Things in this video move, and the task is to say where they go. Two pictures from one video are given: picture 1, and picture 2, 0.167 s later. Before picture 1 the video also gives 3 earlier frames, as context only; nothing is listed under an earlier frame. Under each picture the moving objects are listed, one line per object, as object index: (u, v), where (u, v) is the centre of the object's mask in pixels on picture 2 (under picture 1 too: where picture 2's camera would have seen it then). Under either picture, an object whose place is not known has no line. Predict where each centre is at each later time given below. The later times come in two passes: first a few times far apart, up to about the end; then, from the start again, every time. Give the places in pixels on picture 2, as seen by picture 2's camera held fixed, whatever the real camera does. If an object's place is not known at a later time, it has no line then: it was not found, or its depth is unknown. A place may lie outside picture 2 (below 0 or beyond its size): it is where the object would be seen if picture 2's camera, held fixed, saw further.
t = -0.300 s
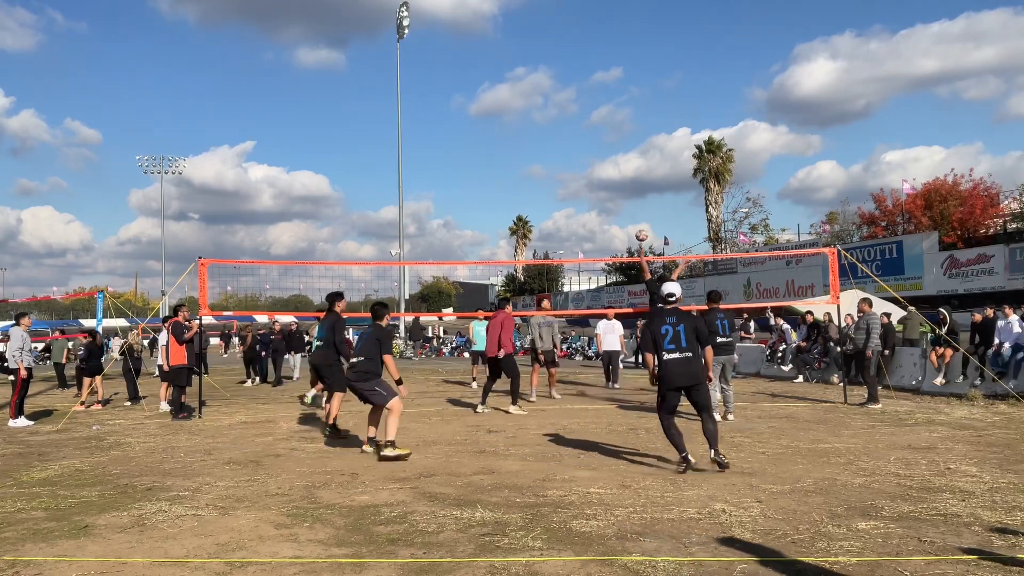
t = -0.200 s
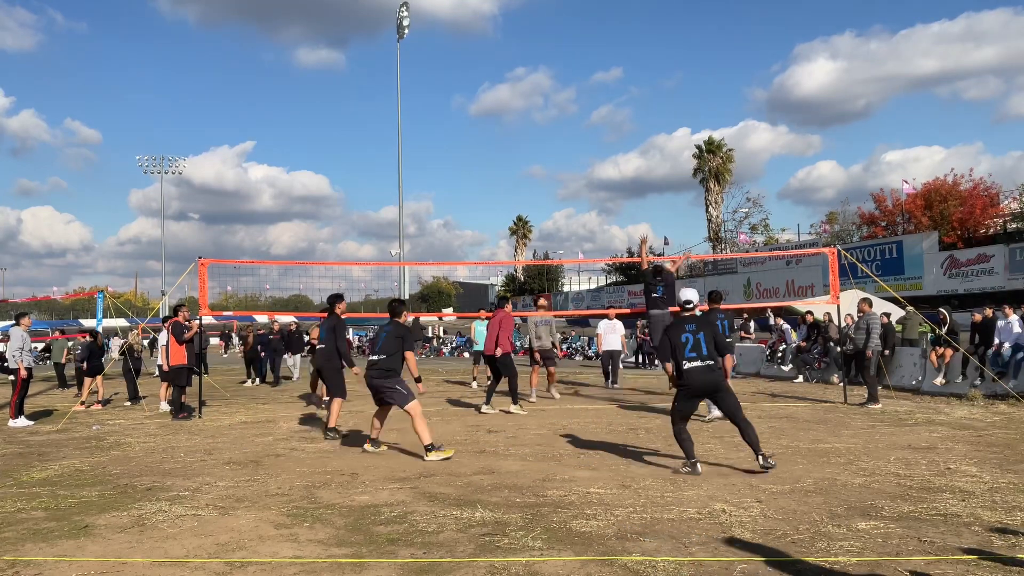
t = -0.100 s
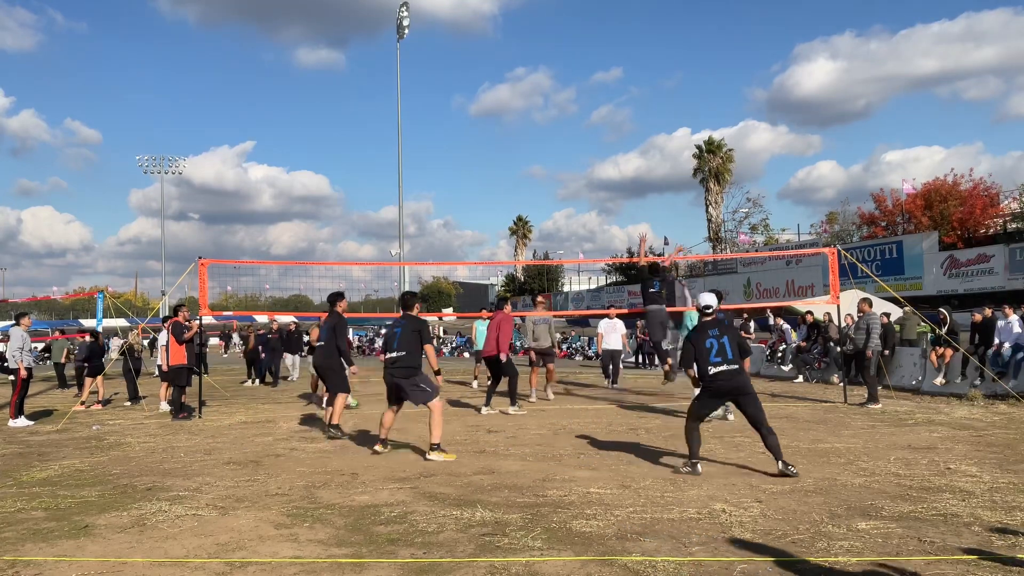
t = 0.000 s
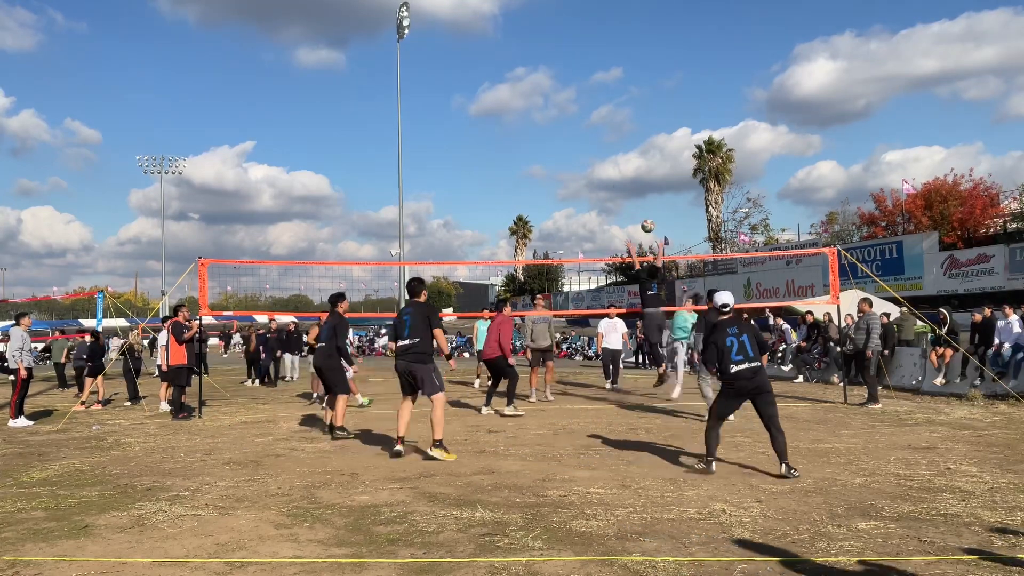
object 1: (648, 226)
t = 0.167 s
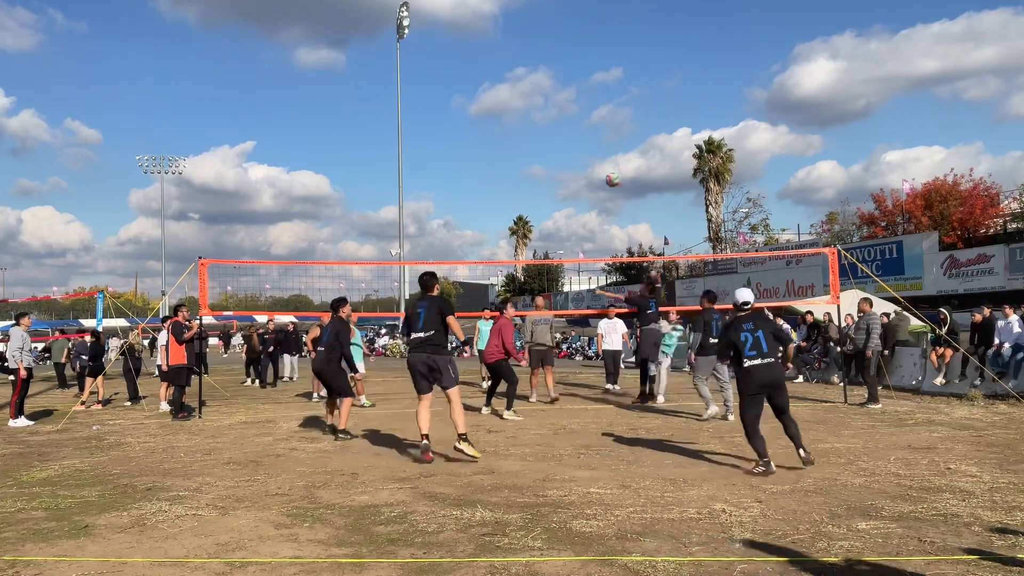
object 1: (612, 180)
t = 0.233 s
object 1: (597, 165)
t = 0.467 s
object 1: (537, 136)
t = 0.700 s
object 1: (464, 150)
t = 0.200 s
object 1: (605, 172)
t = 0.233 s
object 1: (597, 165)
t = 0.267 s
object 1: (589, 159)
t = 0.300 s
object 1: (581, 153)
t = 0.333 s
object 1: (572, 148)
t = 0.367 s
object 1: (564, 144)
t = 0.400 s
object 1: (555, 140)
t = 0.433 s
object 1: (546, 138)
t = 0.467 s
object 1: (537, 136)
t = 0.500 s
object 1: (528, 135)
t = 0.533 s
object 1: (518, 135)
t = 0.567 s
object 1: (508, 135)
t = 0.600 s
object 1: (498, 137)
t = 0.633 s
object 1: (487, 140)
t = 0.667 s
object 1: (476, 144)
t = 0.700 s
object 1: (464, 150)
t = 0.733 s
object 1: (452, 156)
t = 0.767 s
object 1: (440, 164)
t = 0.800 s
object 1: (427, 173)
